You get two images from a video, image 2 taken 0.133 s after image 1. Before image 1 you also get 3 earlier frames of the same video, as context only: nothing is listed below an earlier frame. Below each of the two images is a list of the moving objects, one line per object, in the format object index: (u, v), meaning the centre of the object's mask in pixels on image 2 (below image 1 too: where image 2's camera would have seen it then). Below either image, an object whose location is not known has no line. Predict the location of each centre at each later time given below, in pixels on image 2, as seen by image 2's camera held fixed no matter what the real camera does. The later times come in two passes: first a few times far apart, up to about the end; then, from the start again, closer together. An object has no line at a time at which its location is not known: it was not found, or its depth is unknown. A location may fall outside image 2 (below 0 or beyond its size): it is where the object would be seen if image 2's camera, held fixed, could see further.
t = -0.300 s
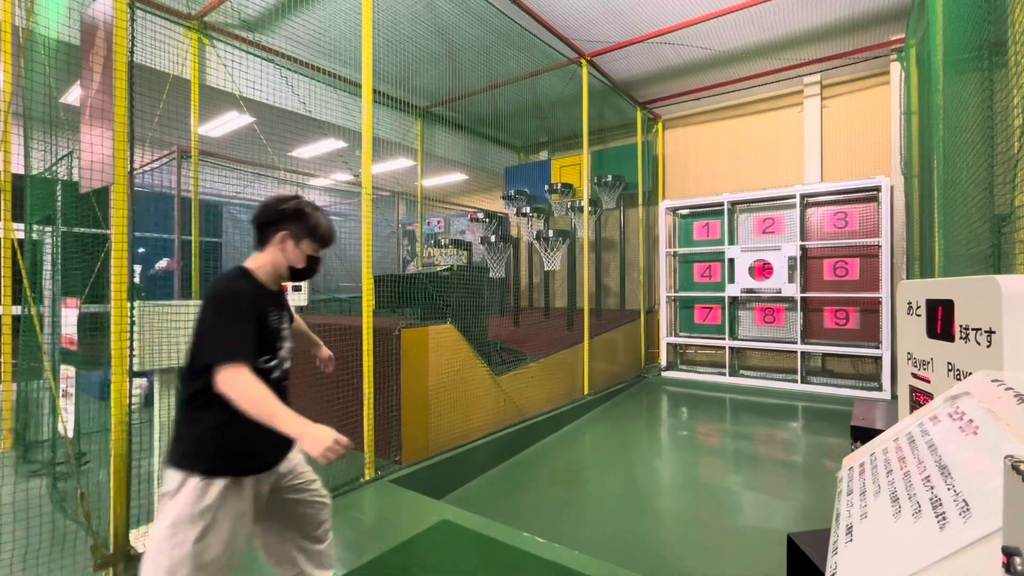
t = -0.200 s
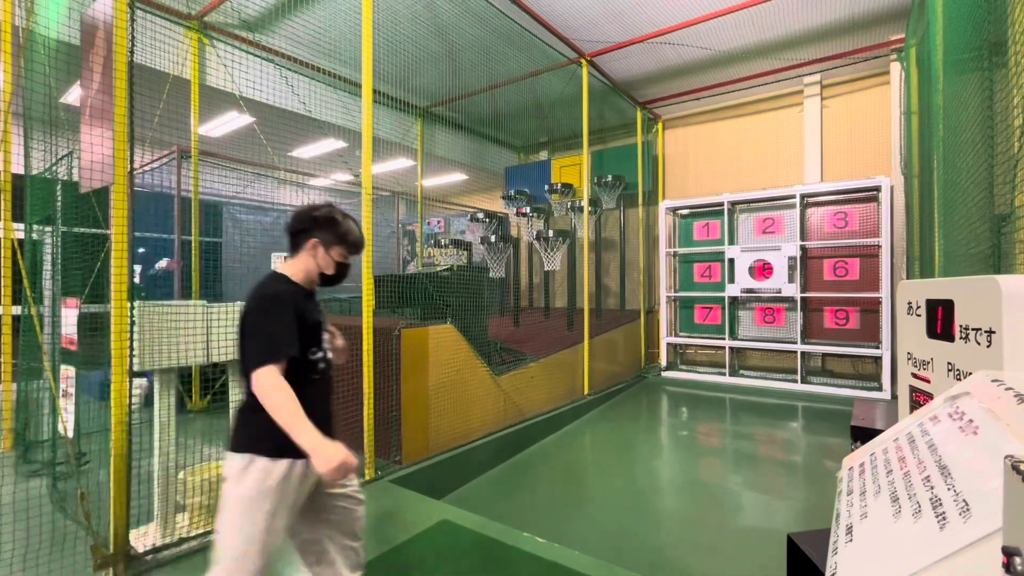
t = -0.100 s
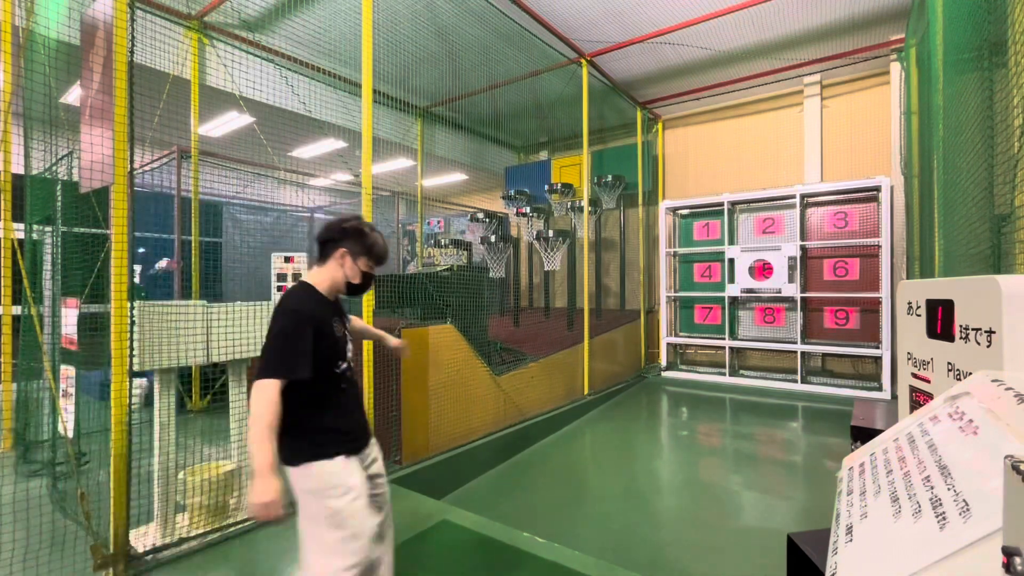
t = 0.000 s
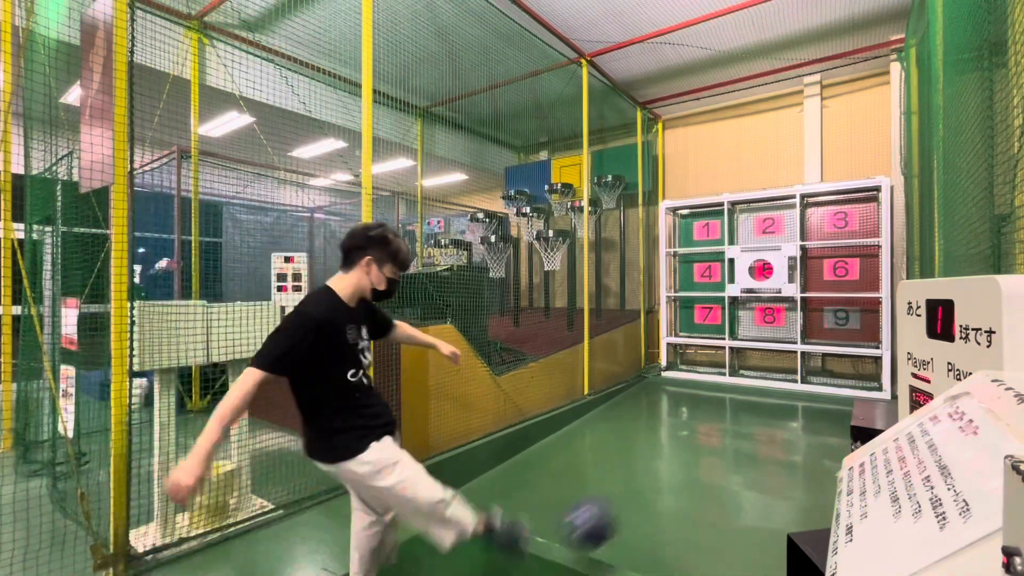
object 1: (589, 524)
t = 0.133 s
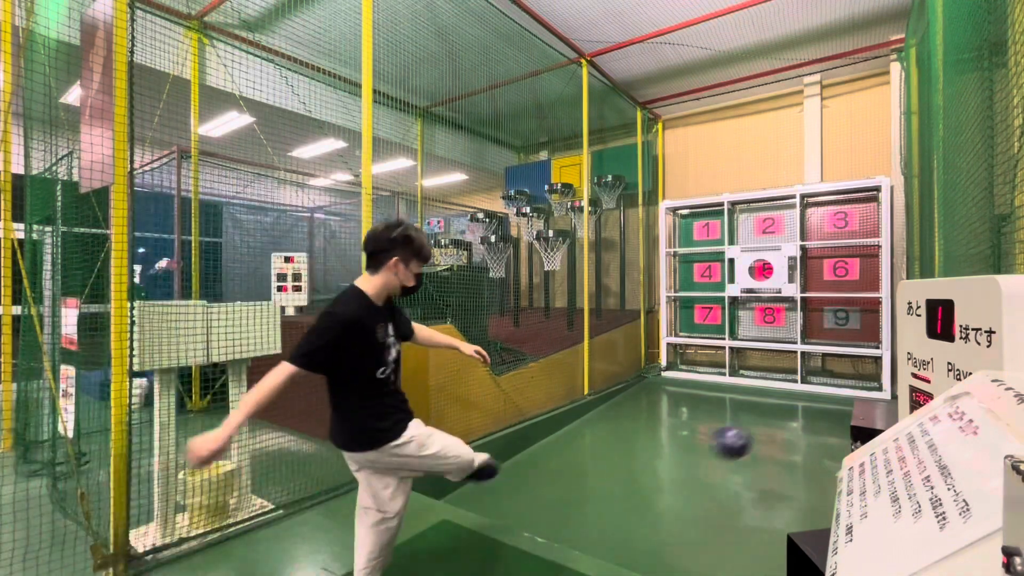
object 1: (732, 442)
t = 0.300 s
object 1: (822, 416)
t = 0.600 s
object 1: (864, 365)
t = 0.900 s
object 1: (738, 363)
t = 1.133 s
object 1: (626, 420)
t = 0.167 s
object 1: (755, 433)
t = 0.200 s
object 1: (775, 424)
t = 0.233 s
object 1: (793, 420)
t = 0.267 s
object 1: (809, 417)
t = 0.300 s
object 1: (822, 416)
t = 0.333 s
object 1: (834, 415)
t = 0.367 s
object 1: (843, 415)
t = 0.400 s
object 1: (849, 416)
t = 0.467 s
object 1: (868, 392)
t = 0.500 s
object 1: (874, 385)
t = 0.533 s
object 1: (880, 379)
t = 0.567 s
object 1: (873, 370)
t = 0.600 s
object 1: (864, 365)
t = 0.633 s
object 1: (848, 361)
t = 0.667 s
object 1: (835, 358)
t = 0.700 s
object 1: (823, 357)
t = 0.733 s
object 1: (809, 355)
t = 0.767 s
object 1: (794, 354)
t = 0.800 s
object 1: (781, 355)
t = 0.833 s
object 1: (766, 357)
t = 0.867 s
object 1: (752, 359)
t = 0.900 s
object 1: (738, 363)
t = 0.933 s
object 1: (724, 369)
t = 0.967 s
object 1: (708, 374)
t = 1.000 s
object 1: (691, 382)
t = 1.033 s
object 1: (676, 389)
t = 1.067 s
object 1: (659, 399)
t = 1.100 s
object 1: (643, 409)
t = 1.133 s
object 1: (626, 420)
